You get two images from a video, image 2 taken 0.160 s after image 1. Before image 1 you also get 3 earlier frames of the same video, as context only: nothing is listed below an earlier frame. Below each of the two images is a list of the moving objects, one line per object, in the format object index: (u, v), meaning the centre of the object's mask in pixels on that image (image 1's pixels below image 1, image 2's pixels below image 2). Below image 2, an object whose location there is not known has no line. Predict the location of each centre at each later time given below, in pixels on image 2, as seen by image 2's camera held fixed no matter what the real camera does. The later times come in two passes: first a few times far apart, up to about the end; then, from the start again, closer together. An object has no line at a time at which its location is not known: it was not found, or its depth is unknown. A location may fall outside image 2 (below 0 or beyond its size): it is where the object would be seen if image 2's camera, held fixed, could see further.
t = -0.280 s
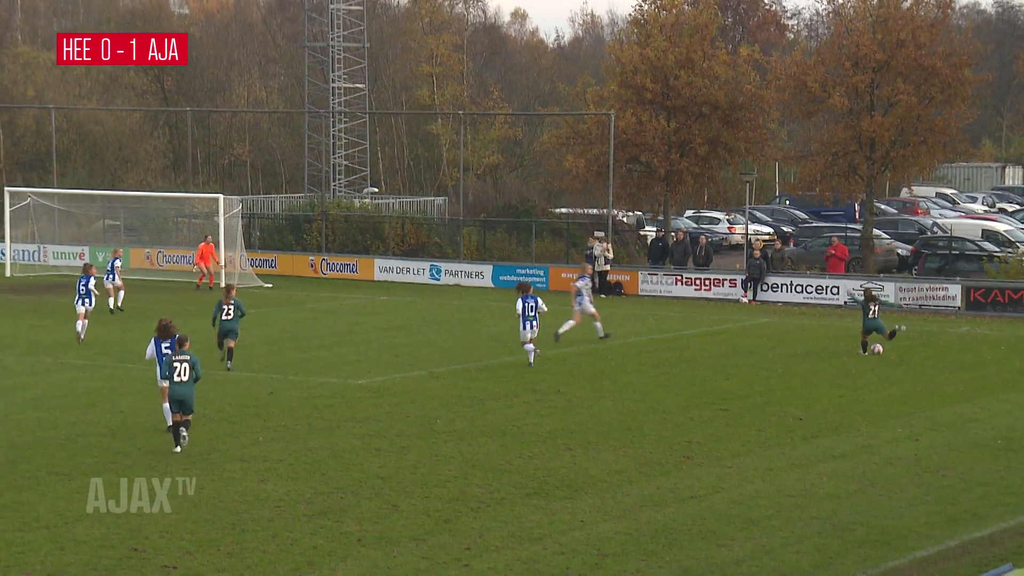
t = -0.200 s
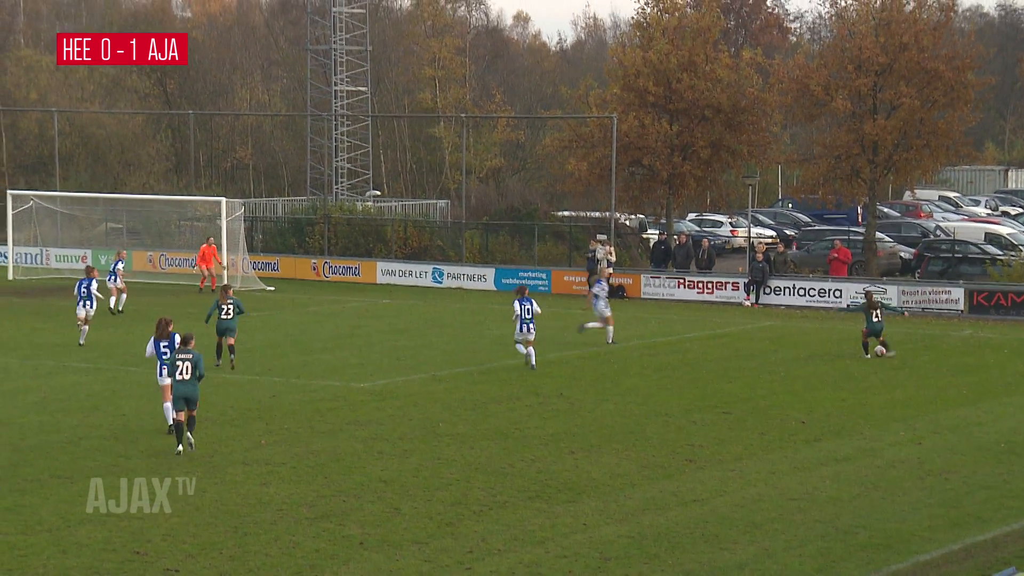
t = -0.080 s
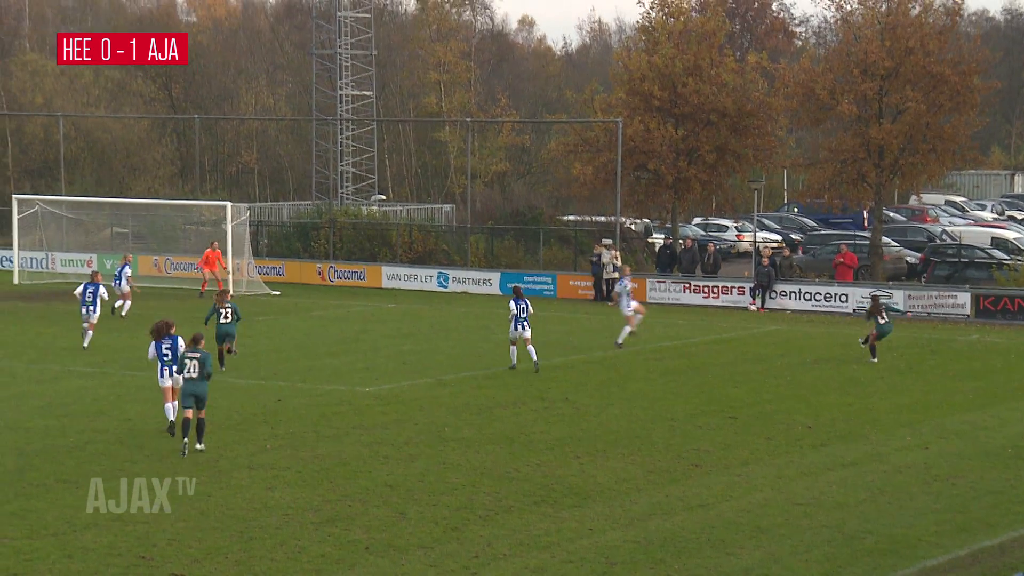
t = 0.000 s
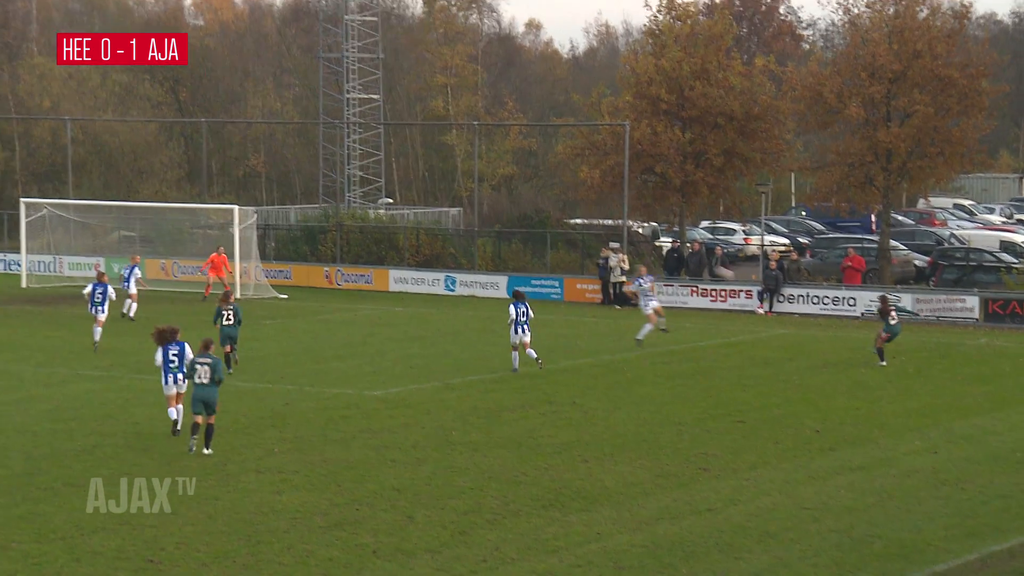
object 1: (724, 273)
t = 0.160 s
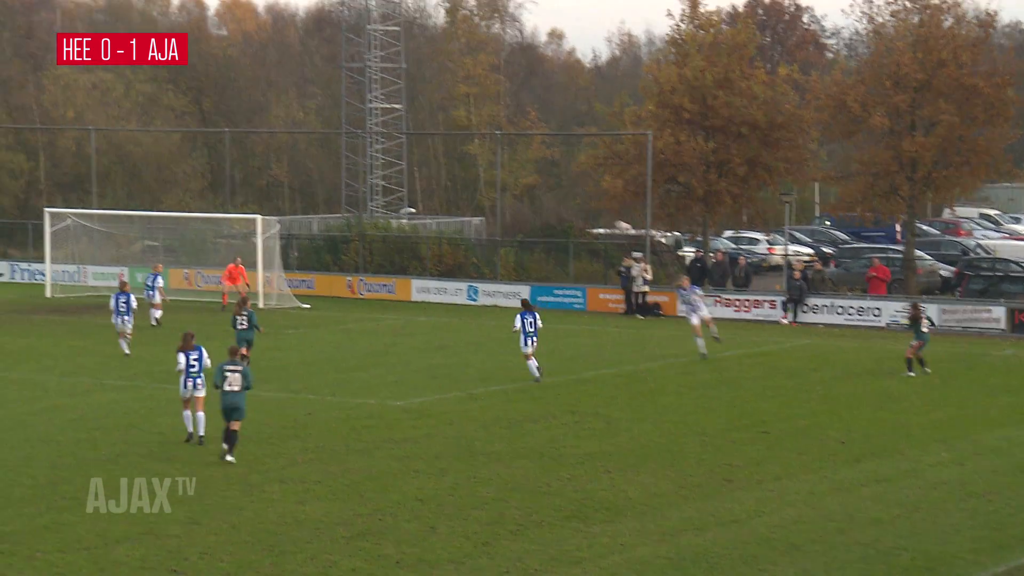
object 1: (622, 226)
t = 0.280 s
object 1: (537, 193)
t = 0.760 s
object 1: (232, 114)
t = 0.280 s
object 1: (537, 193)
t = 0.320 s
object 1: (510, 183)
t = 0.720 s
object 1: (256, 117)
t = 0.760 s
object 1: (232, 114)
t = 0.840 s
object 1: (183, 110)
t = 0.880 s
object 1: (159, 108)
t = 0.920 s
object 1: (136, 107)
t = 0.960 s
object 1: (112, 107)
